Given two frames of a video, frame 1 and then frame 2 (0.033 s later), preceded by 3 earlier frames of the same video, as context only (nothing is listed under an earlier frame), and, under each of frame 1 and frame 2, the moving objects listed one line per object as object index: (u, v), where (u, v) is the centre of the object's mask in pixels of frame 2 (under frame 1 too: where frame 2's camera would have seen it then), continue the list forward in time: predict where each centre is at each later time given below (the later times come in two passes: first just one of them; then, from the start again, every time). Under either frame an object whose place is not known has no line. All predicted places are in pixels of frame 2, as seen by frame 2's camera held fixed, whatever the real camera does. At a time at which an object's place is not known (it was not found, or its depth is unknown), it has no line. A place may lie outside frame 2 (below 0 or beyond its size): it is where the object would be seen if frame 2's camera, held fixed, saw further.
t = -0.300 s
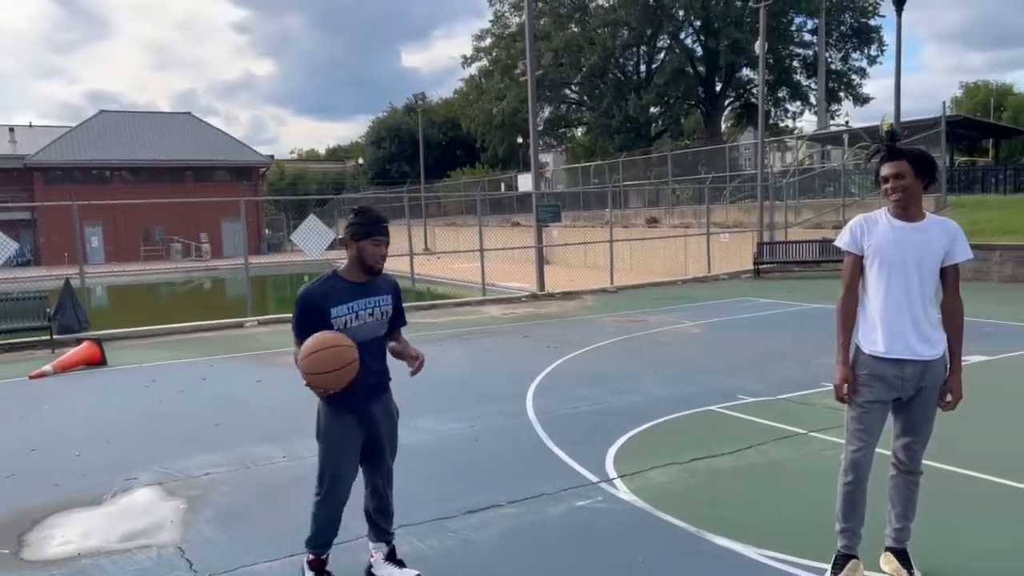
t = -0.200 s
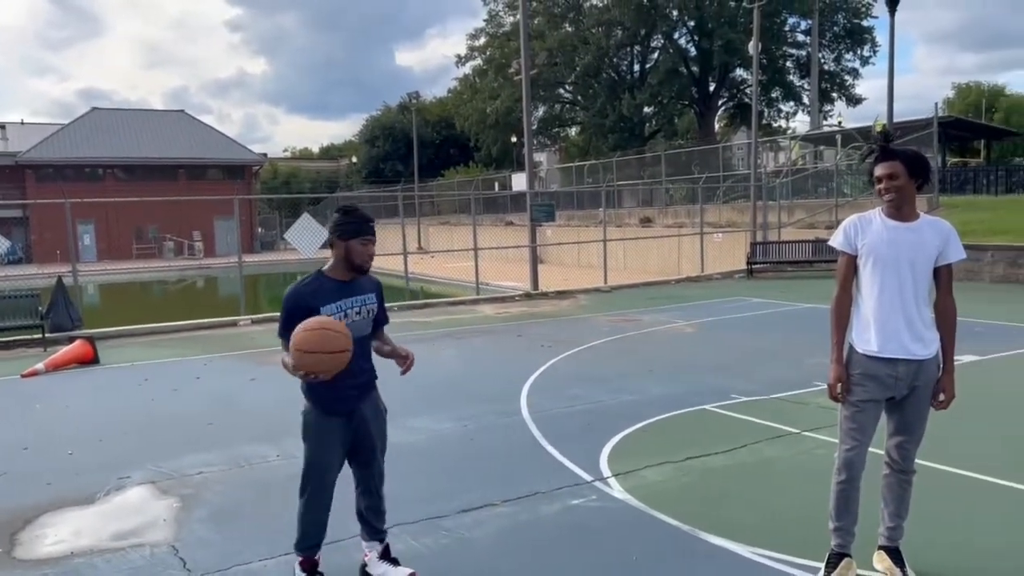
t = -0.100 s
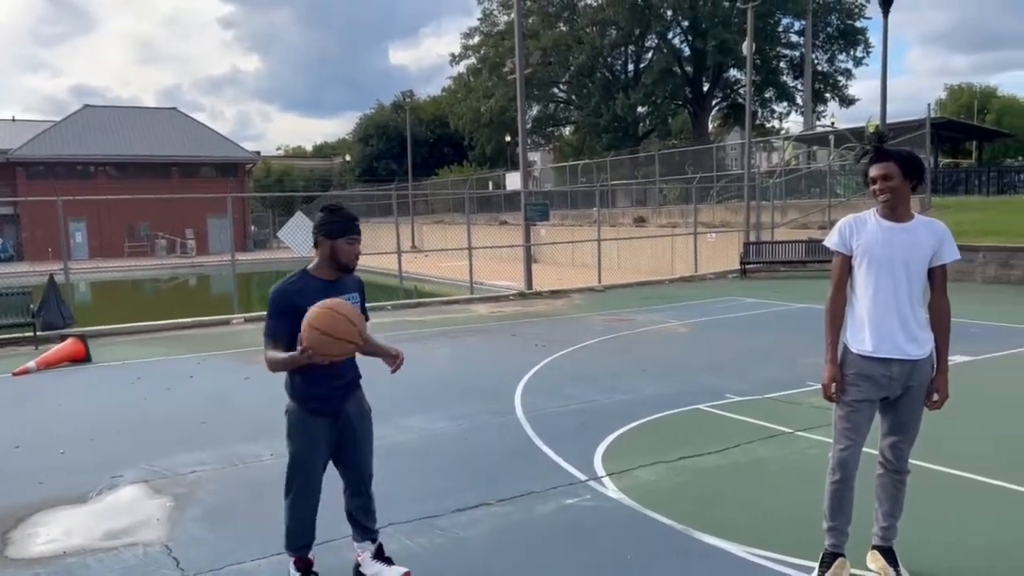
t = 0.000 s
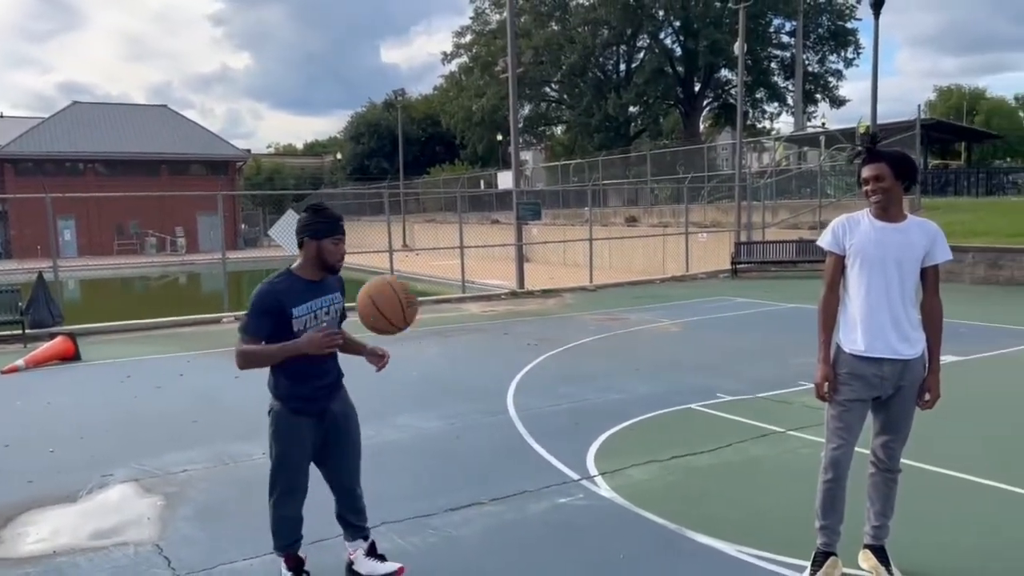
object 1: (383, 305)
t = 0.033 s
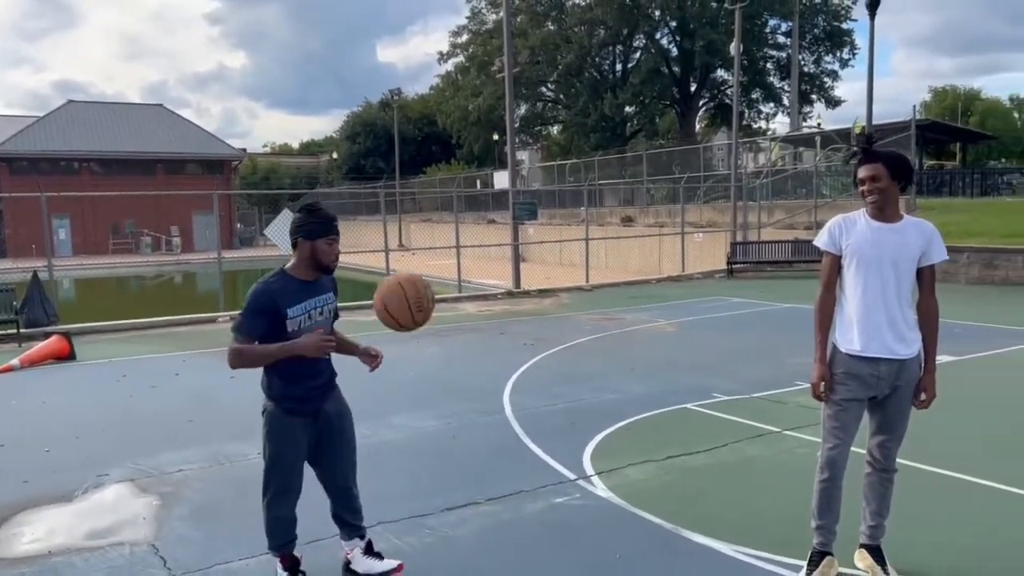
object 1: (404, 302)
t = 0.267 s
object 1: (535, 355)
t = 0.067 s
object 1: (424, 303)
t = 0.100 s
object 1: (444, 305)
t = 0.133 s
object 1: (463, 310)
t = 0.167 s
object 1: (482, 318)
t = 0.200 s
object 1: (500, 328)
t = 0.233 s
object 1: (517, 340)
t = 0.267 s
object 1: (535, 355)
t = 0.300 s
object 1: (552, 371)
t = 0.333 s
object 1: (567, 389)
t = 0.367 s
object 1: (583, 409)
